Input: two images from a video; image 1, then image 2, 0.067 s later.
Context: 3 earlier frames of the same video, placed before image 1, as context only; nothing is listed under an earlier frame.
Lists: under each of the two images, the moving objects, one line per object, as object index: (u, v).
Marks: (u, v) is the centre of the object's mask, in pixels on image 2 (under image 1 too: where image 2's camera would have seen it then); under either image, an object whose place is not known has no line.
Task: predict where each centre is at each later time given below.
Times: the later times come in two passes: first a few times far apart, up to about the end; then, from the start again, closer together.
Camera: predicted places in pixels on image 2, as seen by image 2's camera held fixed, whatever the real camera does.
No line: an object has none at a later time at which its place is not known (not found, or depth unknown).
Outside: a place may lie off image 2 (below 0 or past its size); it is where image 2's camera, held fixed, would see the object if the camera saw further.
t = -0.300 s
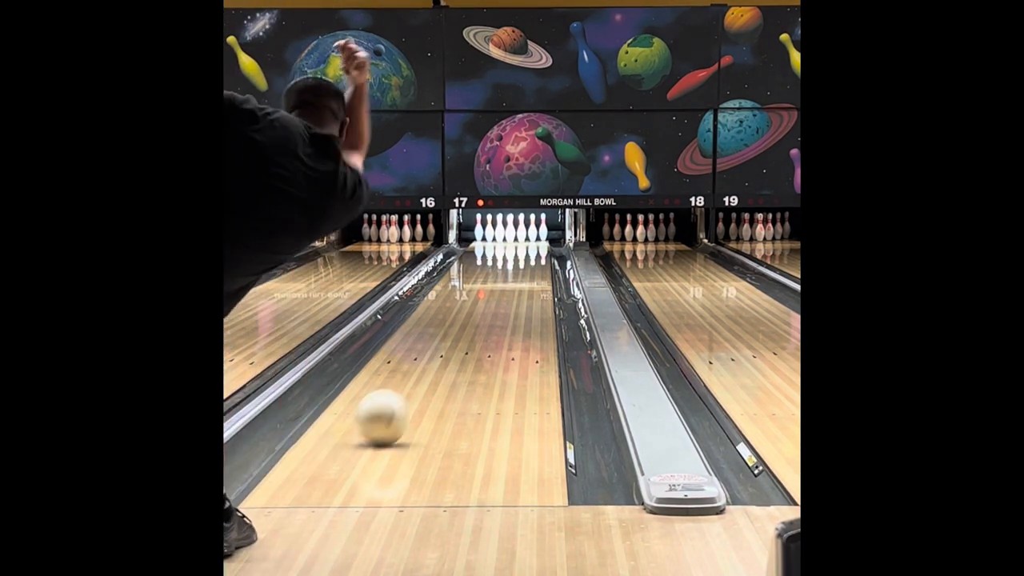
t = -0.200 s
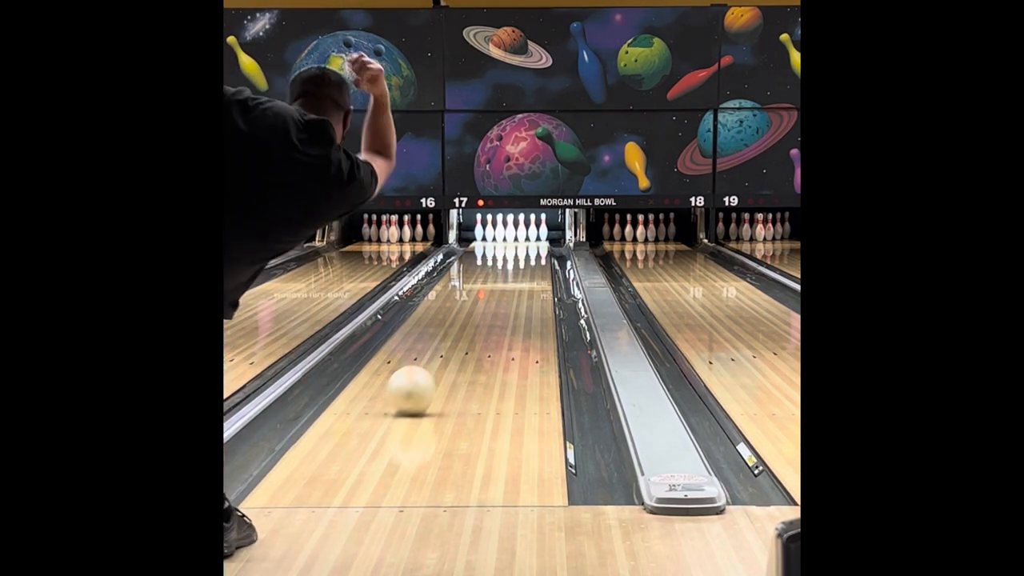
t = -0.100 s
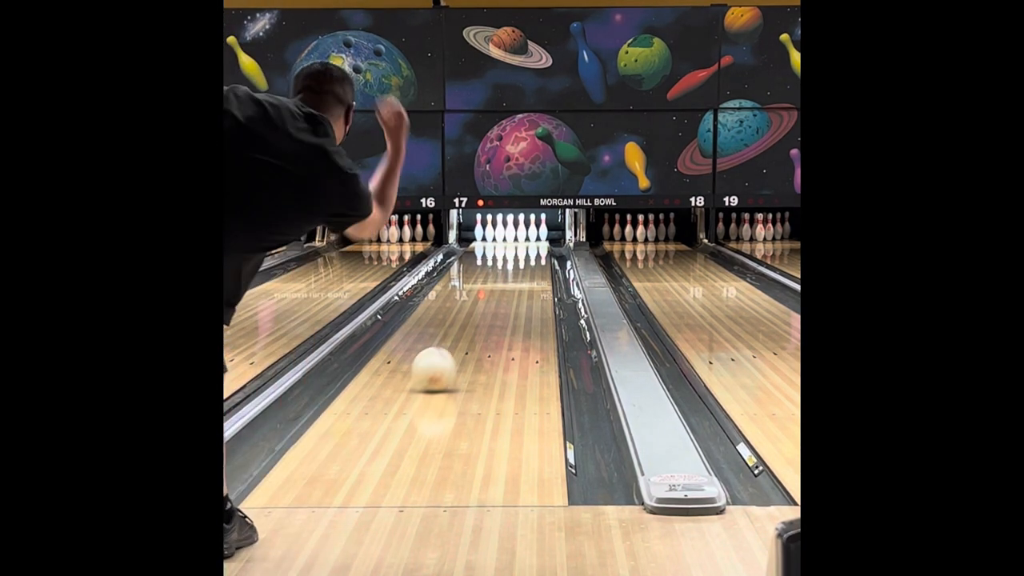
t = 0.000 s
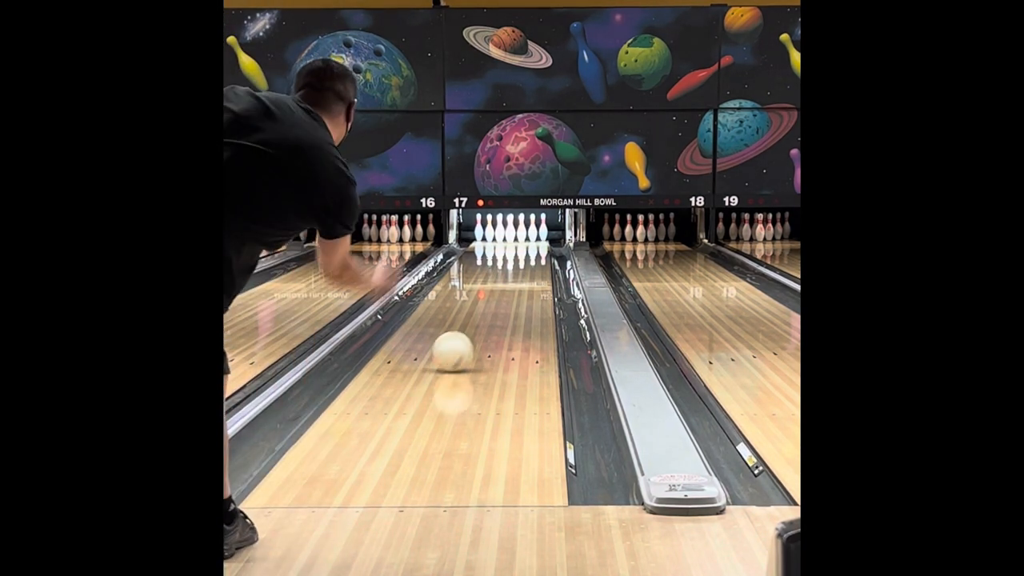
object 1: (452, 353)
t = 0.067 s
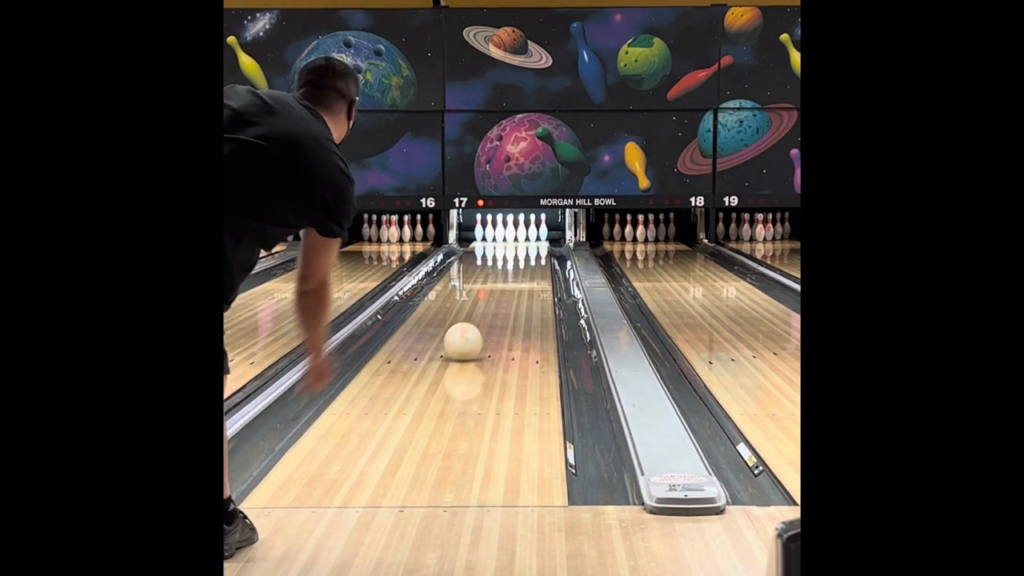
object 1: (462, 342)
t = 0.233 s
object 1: (484, 321)
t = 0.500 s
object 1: (507, 297)
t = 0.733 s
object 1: (522, 279)
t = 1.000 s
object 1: (529, 265)
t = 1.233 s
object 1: (532, 255)
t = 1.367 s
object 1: (530, 250)
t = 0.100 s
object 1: (467, 337)
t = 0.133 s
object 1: (472, 333)
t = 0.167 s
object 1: (476, 329)
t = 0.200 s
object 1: (480, 325)
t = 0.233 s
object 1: (484, 321)
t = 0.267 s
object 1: (488, 318)
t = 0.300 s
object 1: (491, 314)
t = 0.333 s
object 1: (494, 313)
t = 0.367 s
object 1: (497, 308)
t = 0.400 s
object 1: (499, 306)
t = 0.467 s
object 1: (506, 300)
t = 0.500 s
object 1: (507, 297)
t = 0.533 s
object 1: (510, 294)
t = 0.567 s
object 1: (513, 291)
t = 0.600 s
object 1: (514, 288)
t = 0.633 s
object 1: (516, 286)
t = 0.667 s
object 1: (518, 283)
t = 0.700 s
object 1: (520, 281)
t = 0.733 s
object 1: (522, 279)
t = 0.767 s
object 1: (523, 277)
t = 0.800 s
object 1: (524, 275)
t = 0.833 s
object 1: (525, 273)
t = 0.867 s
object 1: (526, 272)
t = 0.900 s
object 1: (527, 270)
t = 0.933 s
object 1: (528, 268)
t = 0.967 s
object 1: (529, 266)
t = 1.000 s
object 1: (529, 265)
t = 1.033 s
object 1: (529, 264)
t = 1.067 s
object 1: (530, 262)
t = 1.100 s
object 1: (531, 261)
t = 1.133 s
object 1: (531, 259)
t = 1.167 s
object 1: (531, 258)
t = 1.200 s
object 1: (531, 256)
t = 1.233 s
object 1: (532, 255)
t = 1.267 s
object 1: (531, 254)
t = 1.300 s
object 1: (531, 252)
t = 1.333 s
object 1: (531, 252)
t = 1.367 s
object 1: (530, 250)
